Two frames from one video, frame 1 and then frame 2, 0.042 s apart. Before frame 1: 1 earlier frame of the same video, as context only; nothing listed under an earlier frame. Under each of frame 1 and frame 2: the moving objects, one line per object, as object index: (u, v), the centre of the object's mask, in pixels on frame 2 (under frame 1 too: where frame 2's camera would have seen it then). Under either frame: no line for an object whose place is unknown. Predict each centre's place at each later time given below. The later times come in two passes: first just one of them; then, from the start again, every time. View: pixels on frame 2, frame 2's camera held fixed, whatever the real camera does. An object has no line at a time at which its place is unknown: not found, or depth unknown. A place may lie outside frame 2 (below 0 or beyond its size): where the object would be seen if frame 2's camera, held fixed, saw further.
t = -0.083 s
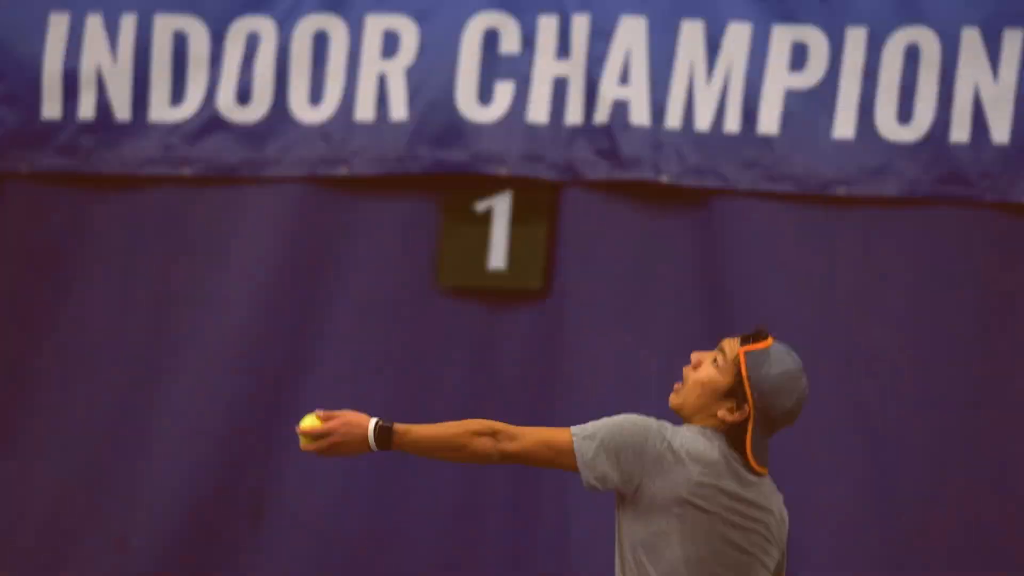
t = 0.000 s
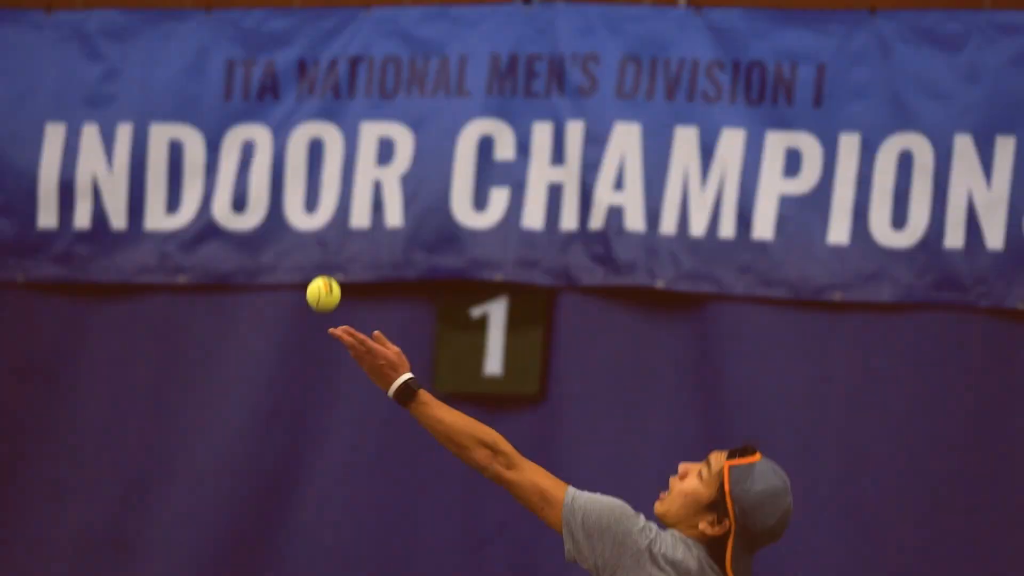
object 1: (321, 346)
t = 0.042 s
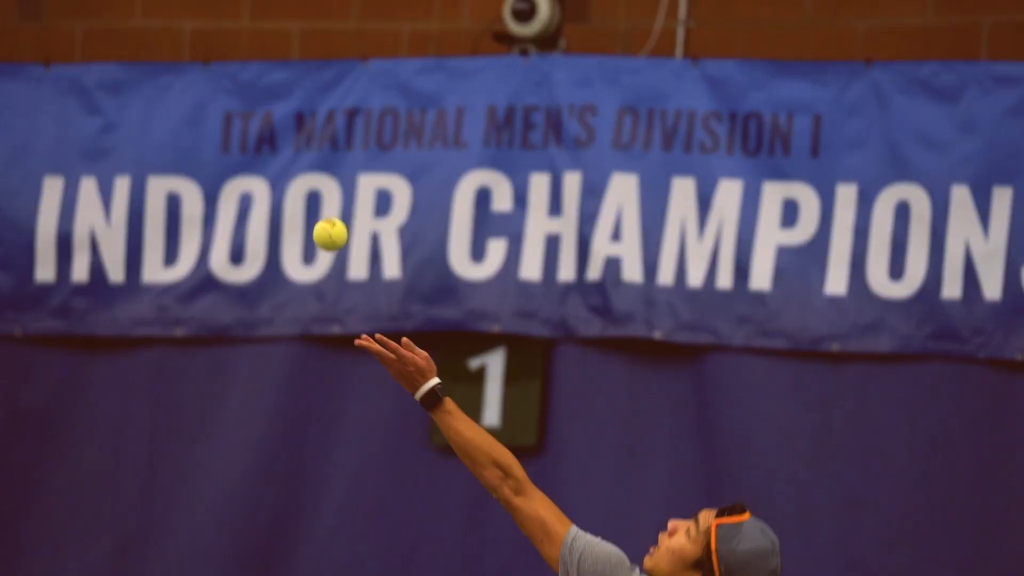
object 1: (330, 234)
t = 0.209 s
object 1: (354, -139)
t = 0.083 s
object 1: (338, 131)
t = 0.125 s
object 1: (345, 33)
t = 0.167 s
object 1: (350, -56)
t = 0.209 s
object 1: (354, -139)
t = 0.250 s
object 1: (356, -213)
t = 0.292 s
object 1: (359, -279)
